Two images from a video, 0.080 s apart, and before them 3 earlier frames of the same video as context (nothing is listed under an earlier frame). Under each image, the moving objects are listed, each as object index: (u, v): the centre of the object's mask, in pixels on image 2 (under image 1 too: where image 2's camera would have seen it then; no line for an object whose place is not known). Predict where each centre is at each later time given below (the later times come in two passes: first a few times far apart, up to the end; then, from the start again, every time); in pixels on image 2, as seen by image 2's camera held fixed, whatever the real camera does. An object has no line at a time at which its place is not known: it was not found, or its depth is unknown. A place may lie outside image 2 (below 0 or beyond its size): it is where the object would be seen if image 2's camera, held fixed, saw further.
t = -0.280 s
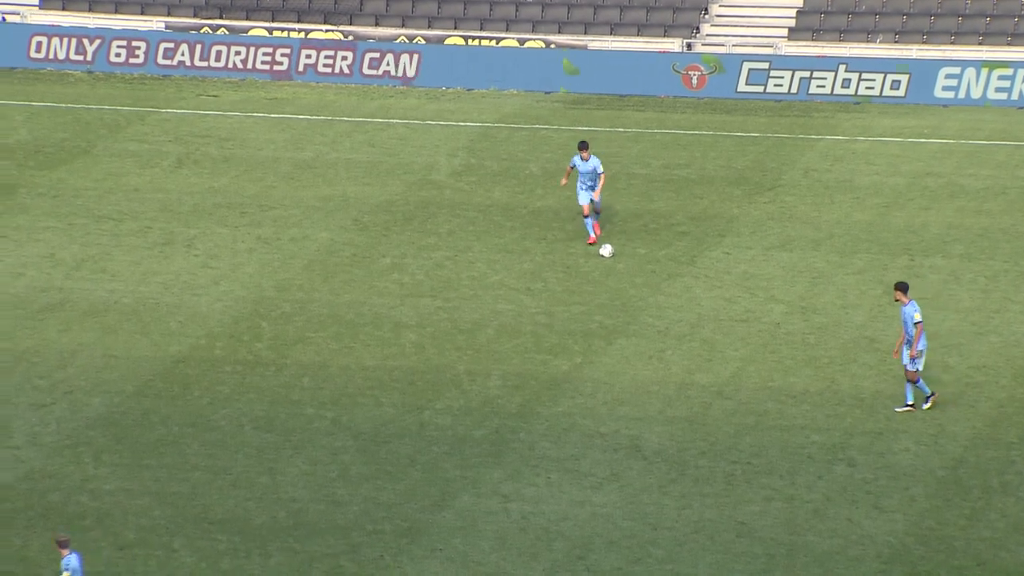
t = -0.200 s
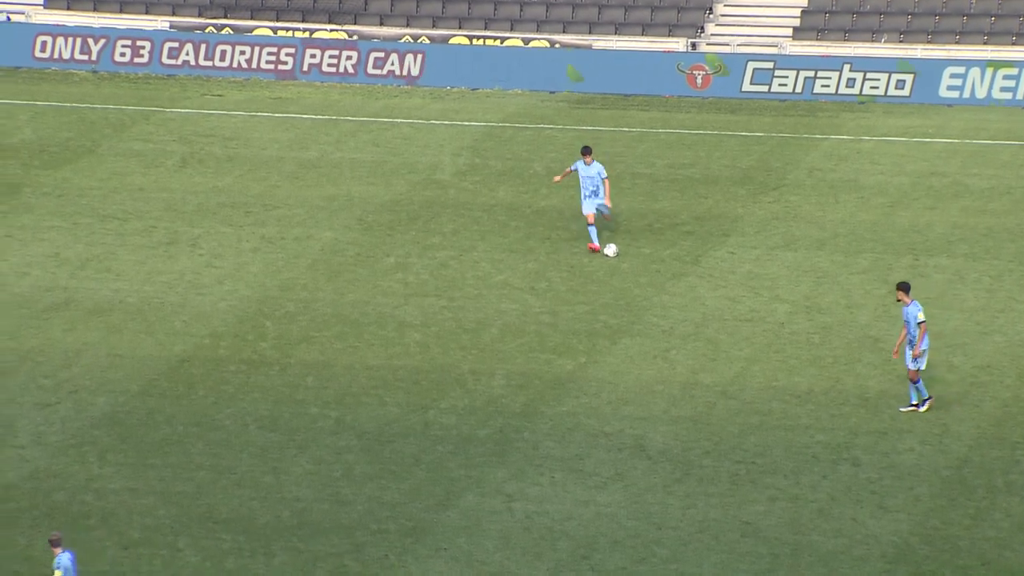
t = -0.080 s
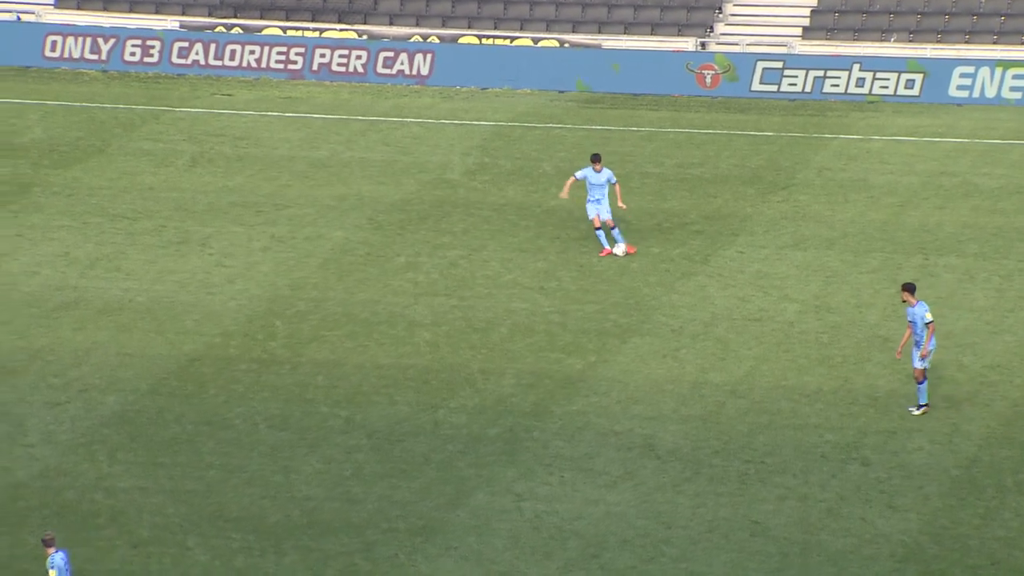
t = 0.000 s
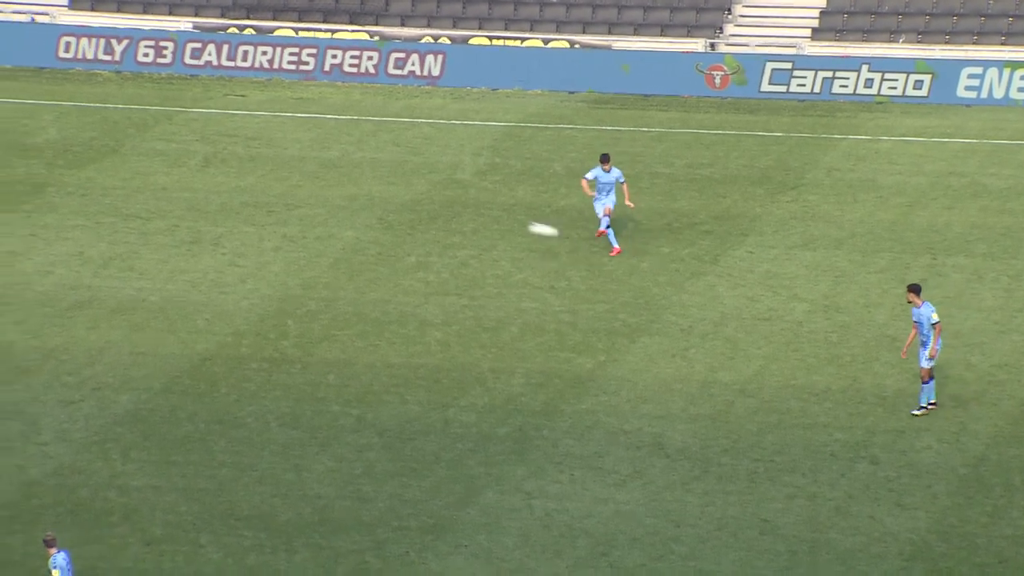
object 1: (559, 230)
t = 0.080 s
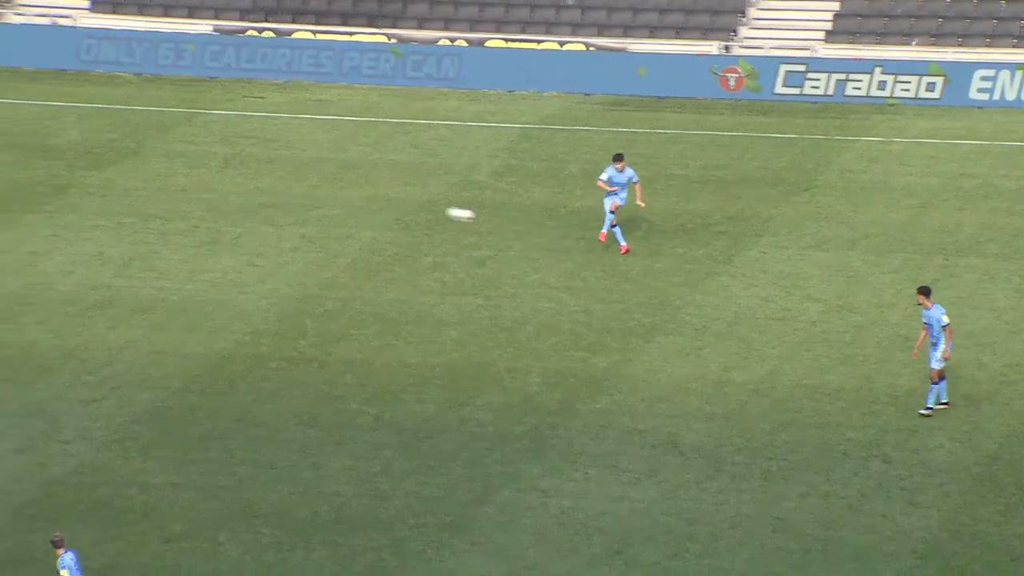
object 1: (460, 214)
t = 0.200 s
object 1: (307, 199)
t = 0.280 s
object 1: (202, 195)
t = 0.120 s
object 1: (409, 207)
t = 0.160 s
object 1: (359, 203)
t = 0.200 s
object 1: (307, 199)
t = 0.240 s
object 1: (255, 196)
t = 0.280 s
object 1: (202, 195)
